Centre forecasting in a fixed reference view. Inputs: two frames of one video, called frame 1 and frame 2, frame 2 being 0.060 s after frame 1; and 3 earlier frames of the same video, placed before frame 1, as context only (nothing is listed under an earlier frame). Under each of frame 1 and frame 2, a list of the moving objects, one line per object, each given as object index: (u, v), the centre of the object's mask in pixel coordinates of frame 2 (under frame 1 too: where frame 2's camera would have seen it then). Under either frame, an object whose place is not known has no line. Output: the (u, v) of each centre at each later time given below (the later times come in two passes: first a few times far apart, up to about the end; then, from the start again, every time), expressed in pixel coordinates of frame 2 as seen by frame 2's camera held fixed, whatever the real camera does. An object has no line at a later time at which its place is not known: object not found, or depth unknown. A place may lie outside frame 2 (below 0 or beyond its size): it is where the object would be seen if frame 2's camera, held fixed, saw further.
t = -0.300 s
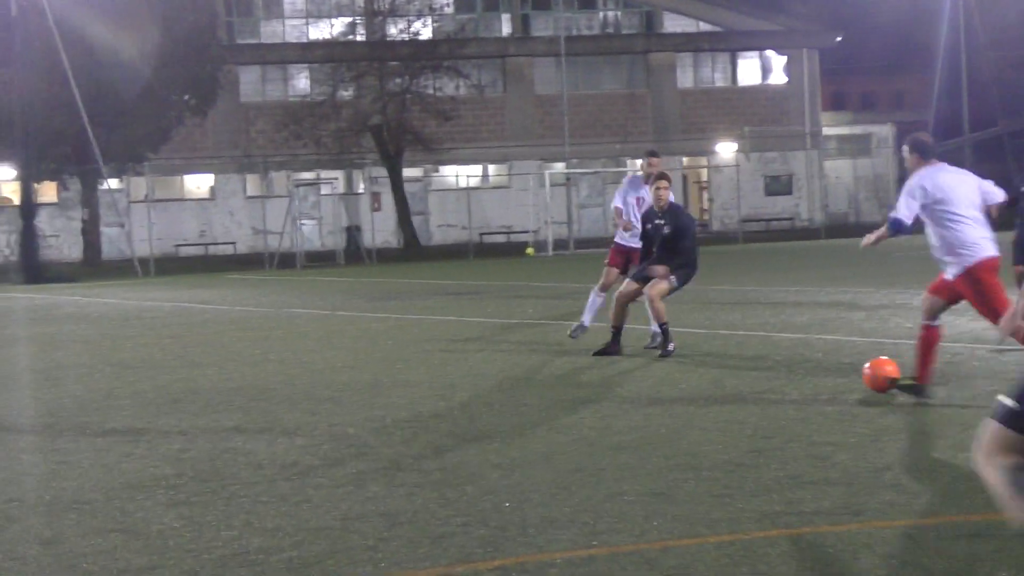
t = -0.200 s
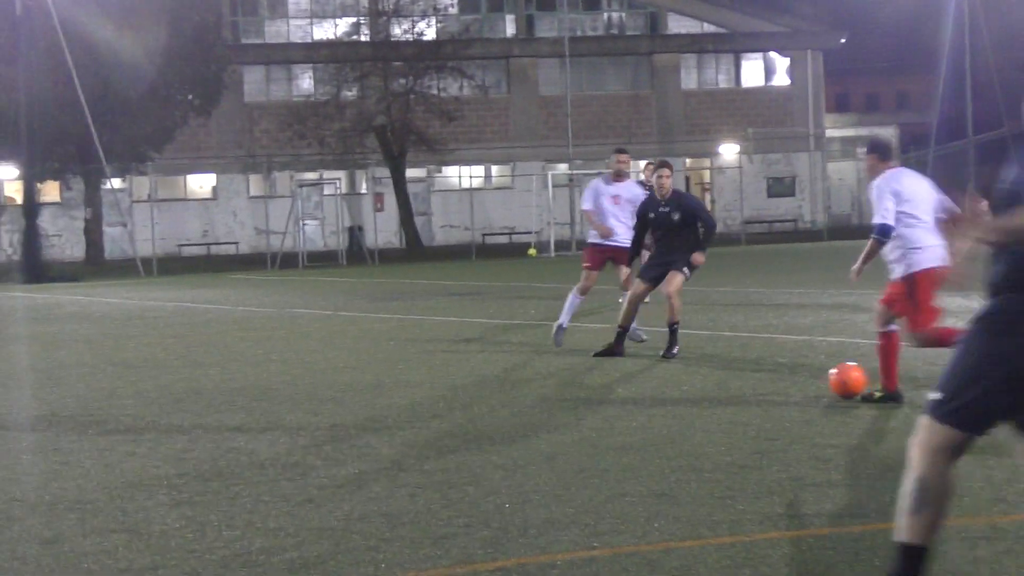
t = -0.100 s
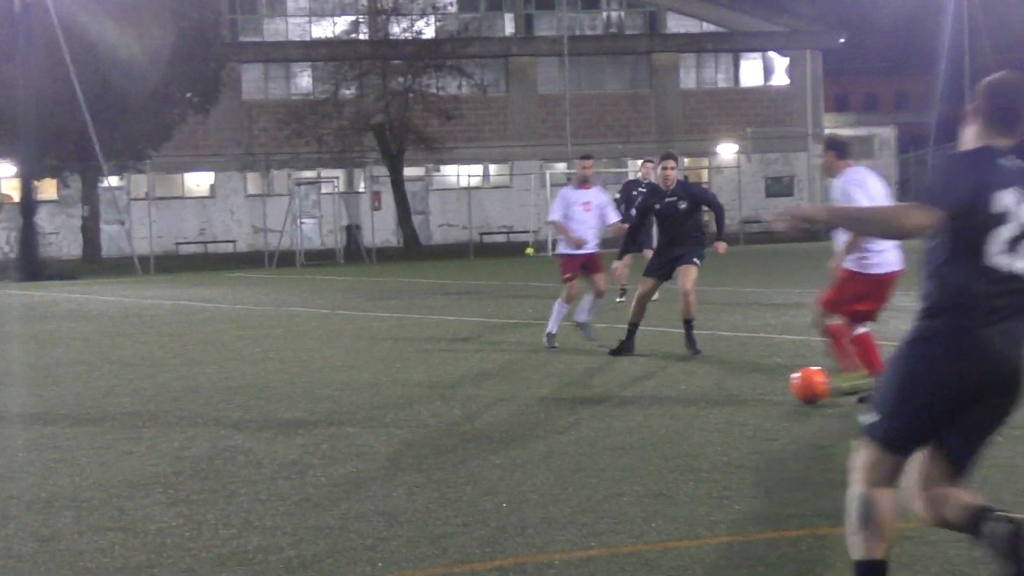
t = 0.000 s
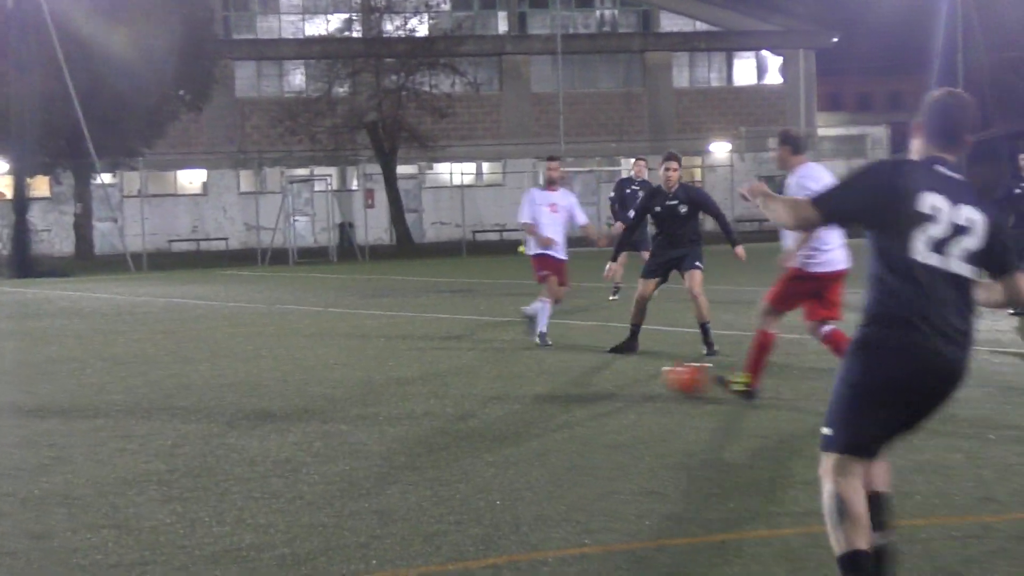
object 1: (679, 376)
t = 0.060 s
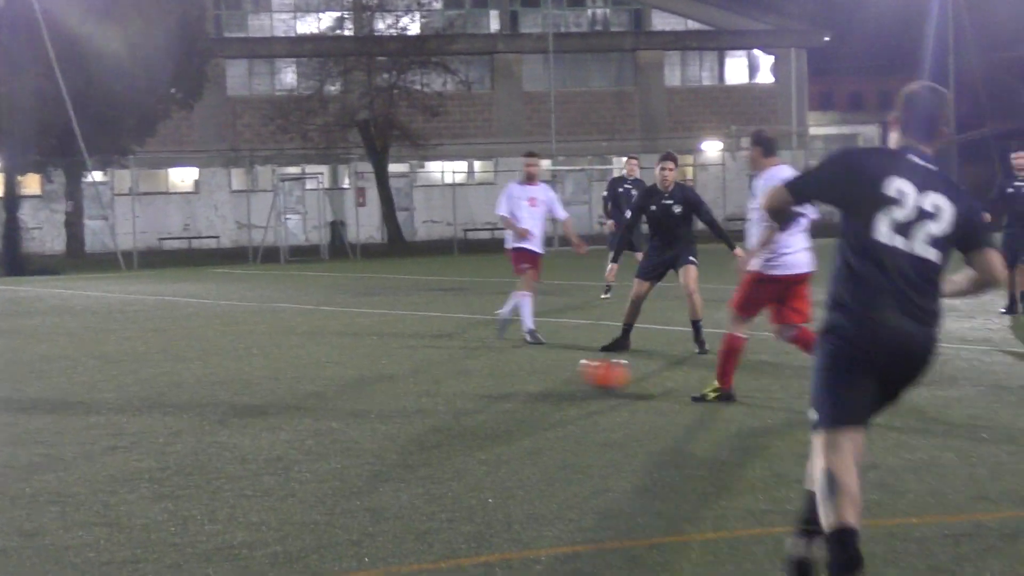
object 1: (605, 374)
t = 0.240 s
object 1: (413, 364)
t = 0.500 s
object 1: (211, 353)
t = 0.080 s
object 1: (579, 371)
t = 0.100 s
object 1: (557, 372)
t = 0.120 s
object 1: (535, 371)
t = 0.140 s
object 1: (514, 370)
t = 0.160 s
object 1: (492, 368)
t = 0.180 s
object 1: (471, 367)
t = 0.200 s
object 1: (452, 366)
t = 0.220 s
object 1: (434, 366)
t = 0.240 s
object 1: (413, 364)
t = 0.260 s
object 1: (395, 363)
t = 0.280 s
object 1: (377, 361)
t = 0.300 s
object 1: (360, 360)
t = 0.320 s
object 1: (344, 359)
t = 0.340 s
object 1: (327, 359)
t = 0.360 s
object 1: (311, 358)
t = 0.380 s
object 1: (295, 357)
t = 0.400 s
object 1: (280, 356)
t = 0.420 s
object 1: (265, 356)
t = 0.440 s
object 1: (250, 356)
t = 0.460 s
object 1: (237, 355)
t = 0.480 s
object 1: (224, 353)
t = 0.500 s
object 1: (211, 353)
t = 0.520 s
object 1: (199, 353)
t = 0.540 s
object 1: (185, 353)
